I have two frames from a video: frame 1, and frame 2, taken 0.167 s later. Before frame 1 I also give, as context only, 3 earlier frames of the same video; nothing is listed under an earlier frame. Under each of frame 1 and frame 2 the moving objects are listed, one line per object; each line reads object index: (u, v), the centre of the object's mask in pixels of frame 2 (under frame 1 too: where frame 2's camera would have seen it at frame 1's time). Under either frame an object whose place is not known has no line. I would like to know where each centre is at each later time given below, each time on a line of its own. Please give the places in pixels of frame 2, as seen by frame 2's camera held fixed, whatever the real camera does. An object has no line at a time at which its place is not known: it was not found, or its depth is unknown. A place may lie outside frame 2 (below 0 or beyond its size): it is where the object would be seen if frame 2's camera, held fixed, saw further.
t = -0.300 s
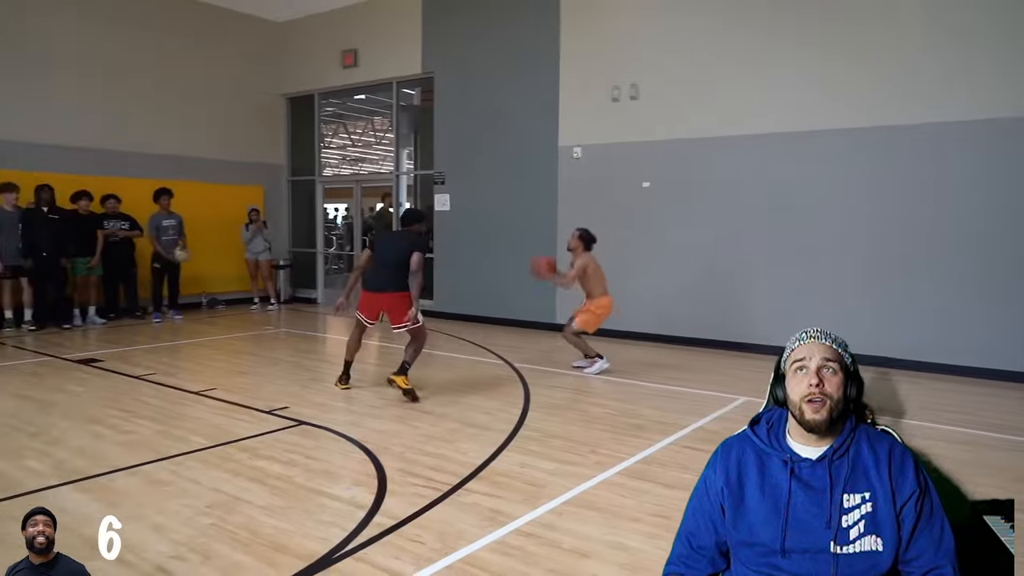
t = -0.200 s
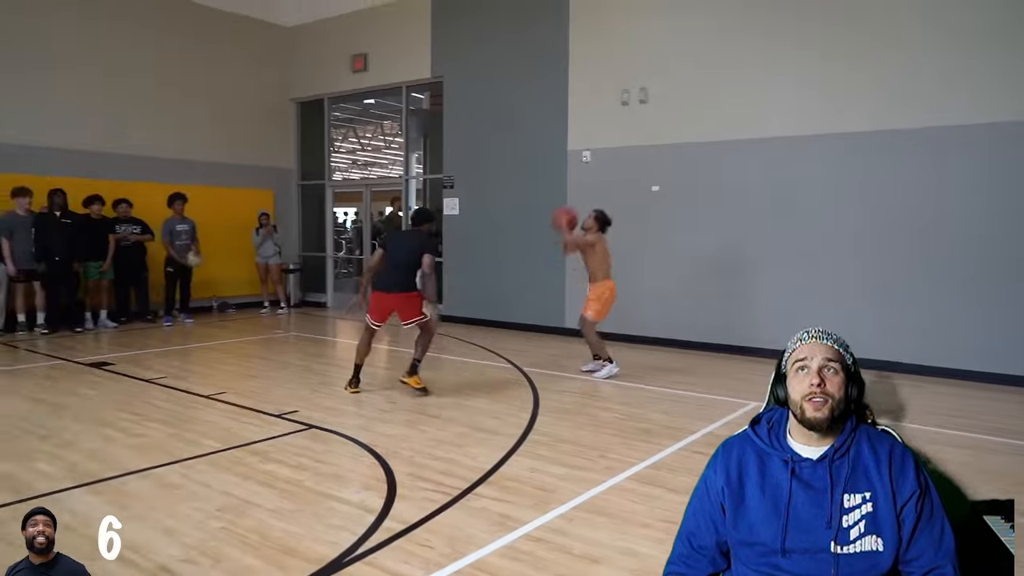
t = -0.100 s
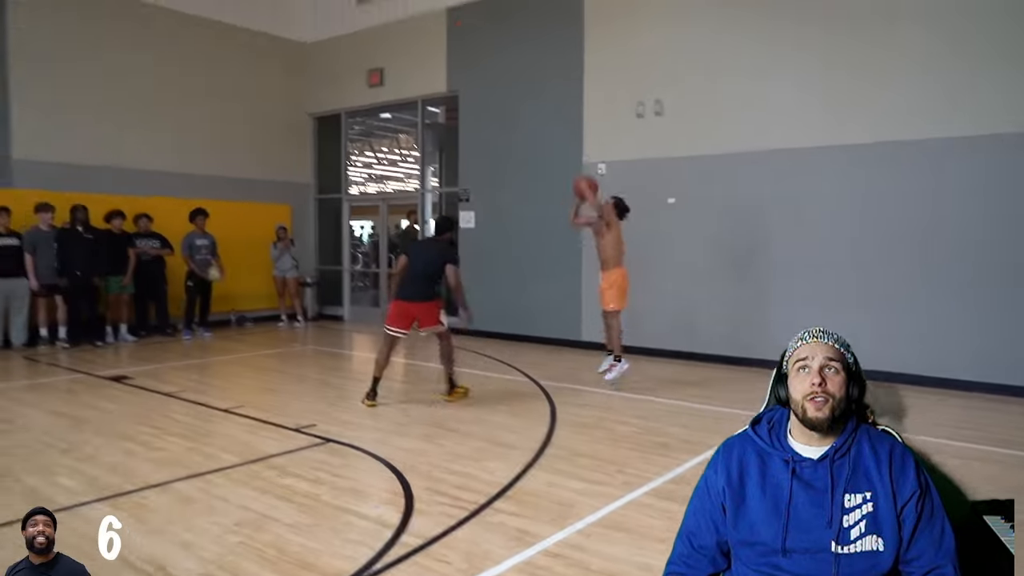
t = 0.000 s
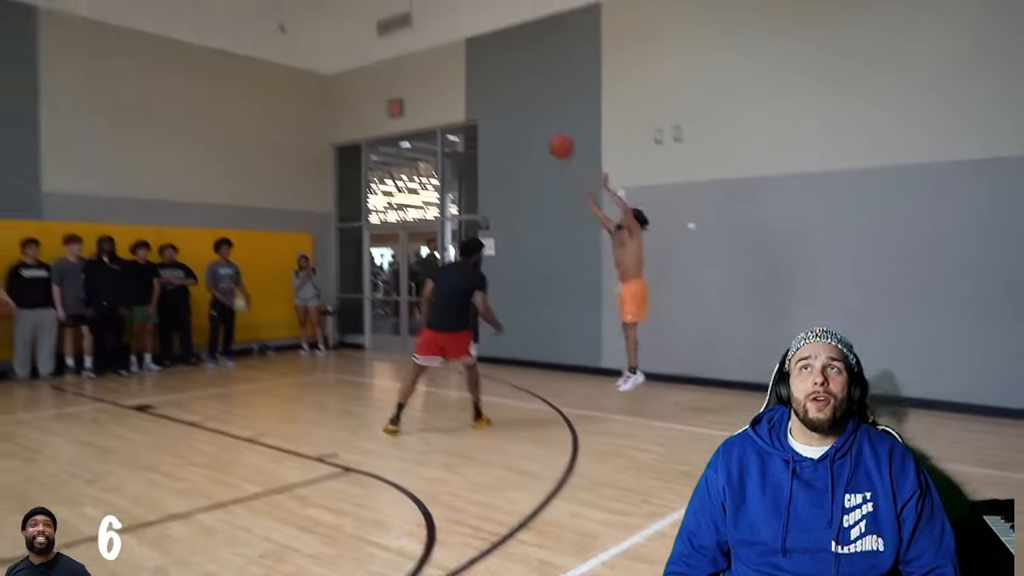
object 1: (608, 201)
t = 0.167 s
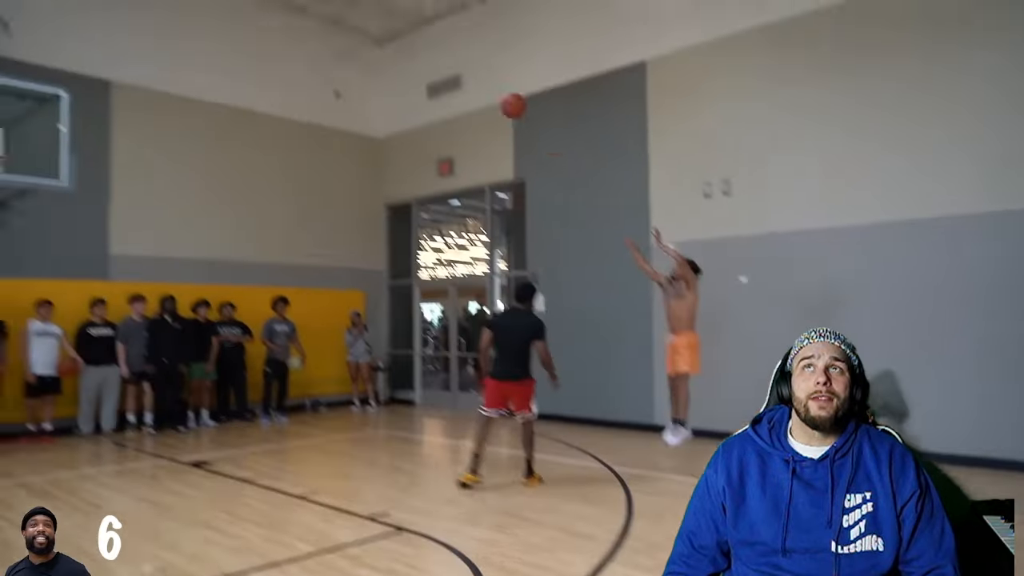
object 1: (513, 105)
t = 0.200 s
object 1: (494, 91)
